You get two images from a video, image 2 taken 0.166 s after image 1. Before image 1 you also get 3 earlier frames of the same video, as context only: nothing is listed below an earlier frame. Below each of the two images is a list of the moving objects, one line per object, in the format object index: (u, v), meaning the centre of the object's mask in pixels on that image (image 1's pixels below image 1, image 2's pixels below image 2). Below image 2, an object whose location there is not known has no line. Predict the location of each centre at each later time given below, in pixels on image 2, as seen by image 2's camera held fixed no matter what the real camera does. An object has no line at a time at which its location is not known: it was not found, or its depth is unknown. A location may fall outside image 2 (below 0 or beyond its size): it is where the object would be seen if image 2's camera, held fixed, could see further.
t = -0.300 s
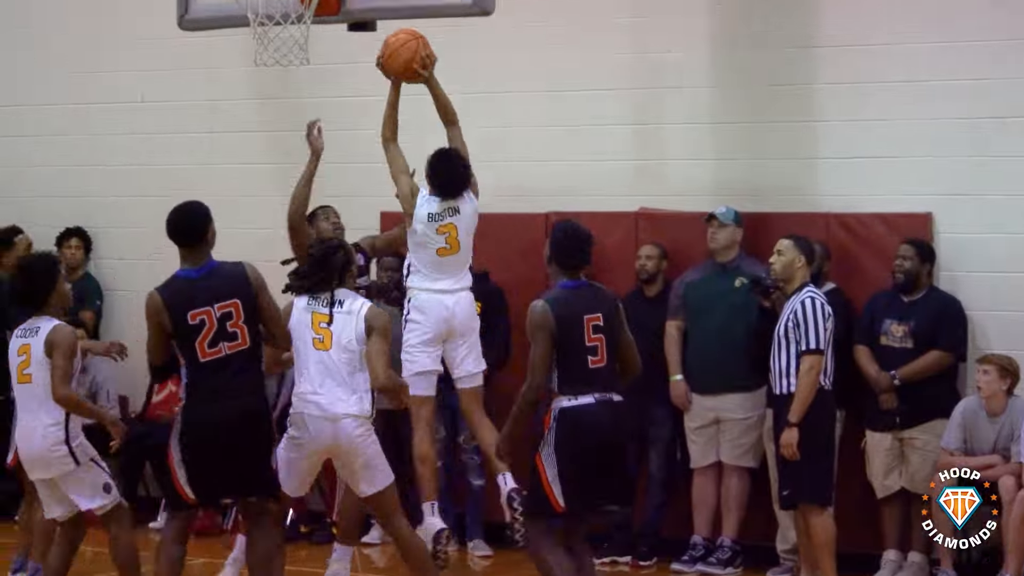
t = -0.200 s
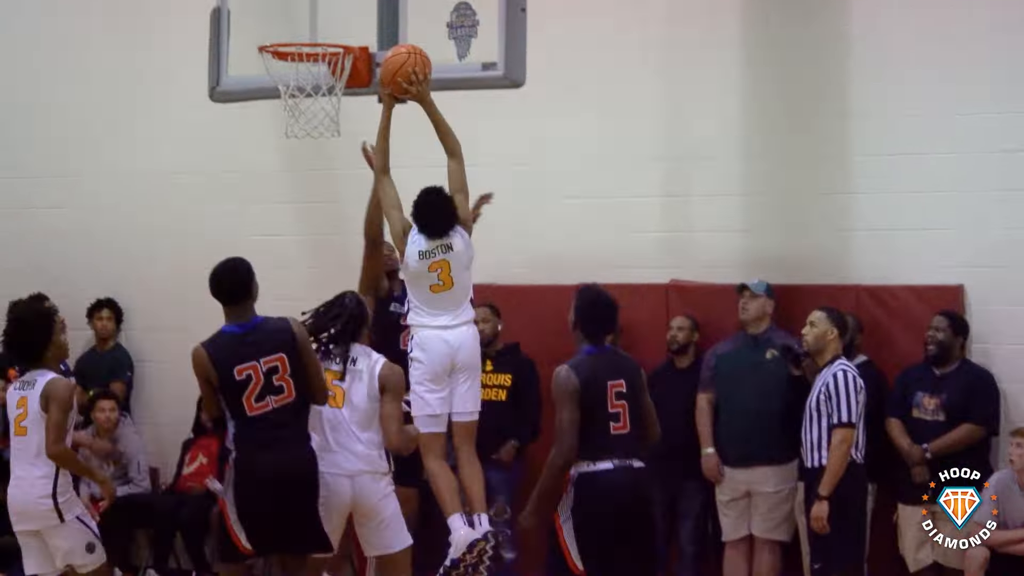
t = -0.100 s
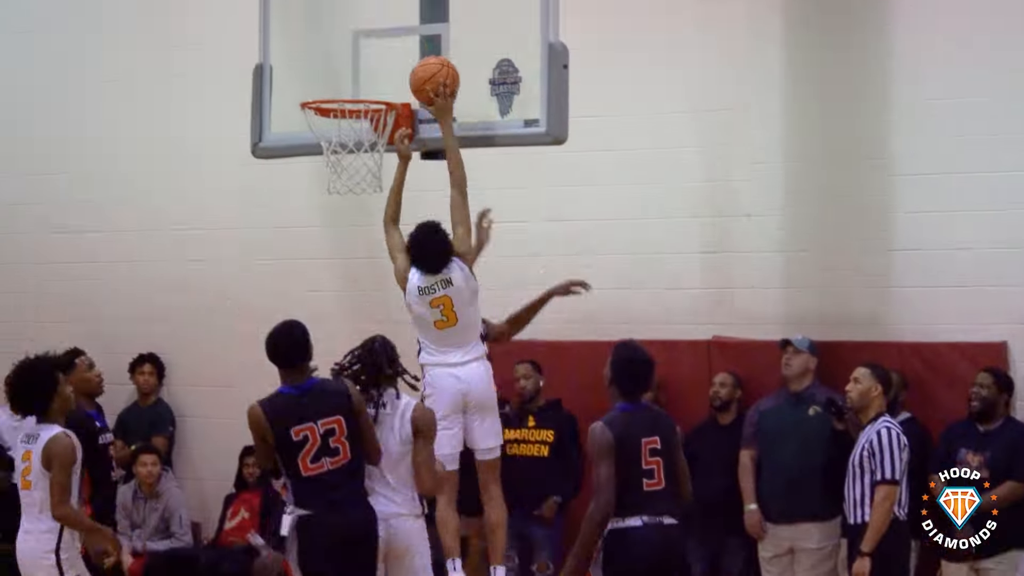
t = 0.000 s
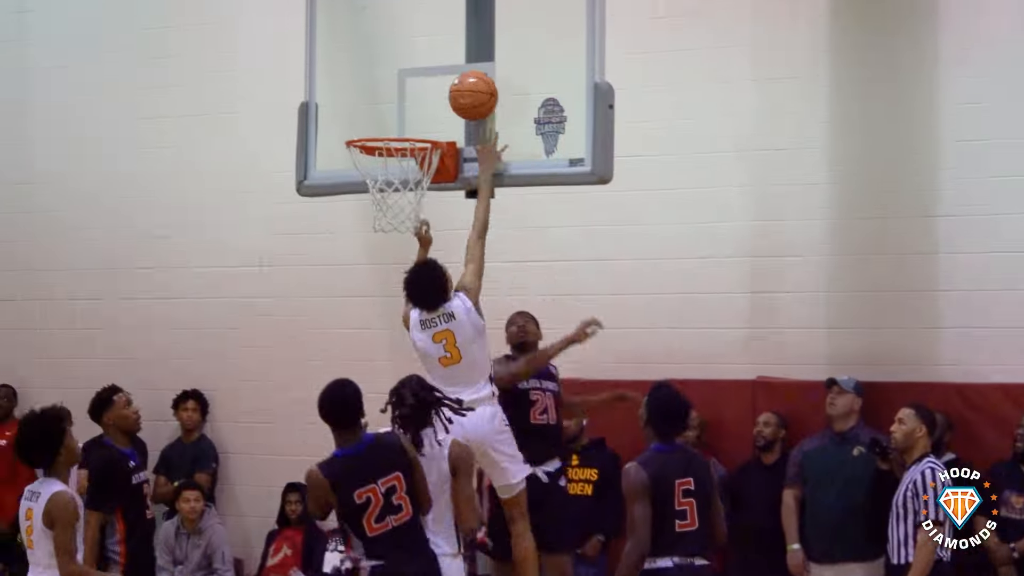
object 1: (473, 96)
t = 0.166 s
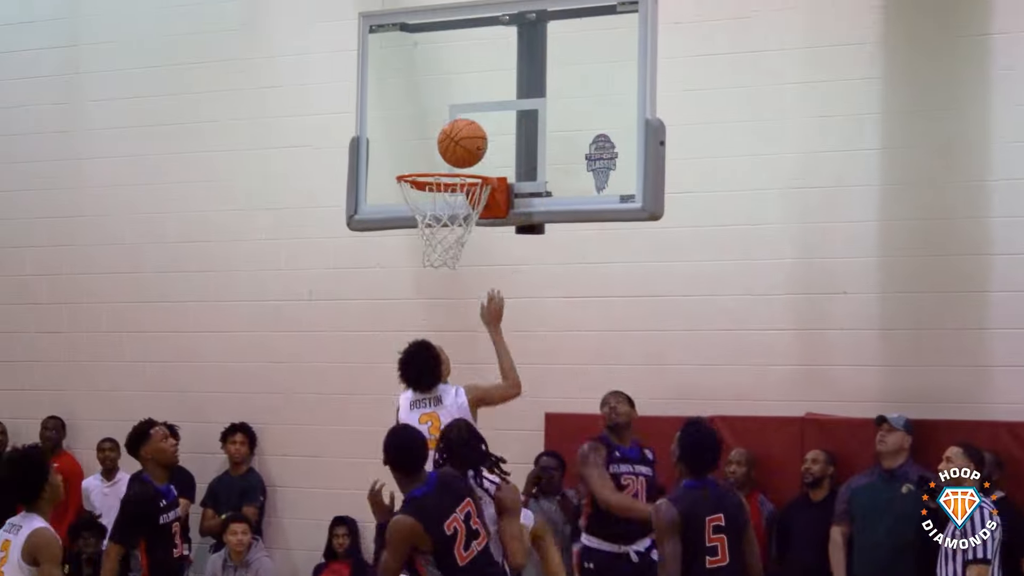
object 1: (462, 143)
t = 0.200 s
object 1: (449, 151)
